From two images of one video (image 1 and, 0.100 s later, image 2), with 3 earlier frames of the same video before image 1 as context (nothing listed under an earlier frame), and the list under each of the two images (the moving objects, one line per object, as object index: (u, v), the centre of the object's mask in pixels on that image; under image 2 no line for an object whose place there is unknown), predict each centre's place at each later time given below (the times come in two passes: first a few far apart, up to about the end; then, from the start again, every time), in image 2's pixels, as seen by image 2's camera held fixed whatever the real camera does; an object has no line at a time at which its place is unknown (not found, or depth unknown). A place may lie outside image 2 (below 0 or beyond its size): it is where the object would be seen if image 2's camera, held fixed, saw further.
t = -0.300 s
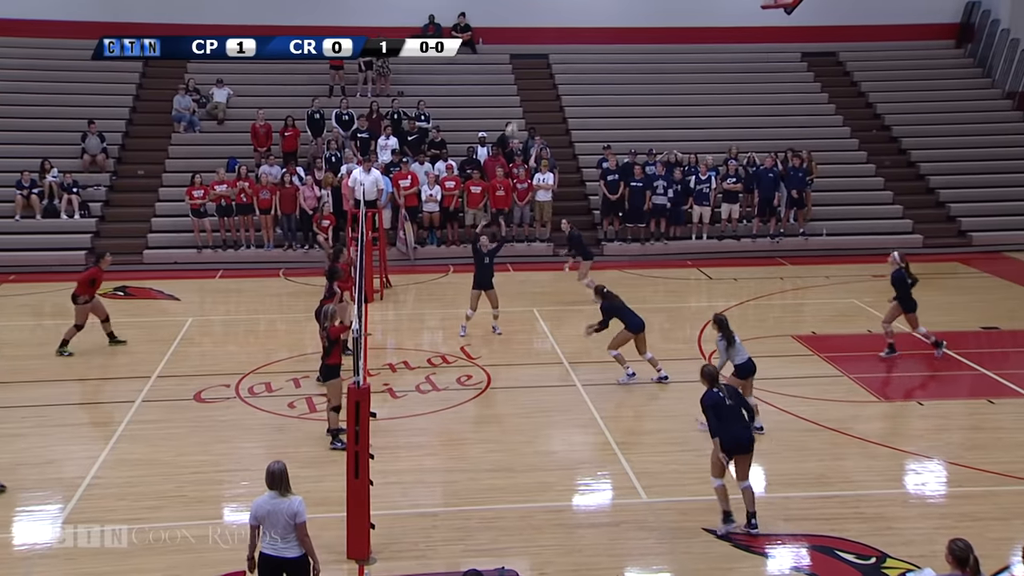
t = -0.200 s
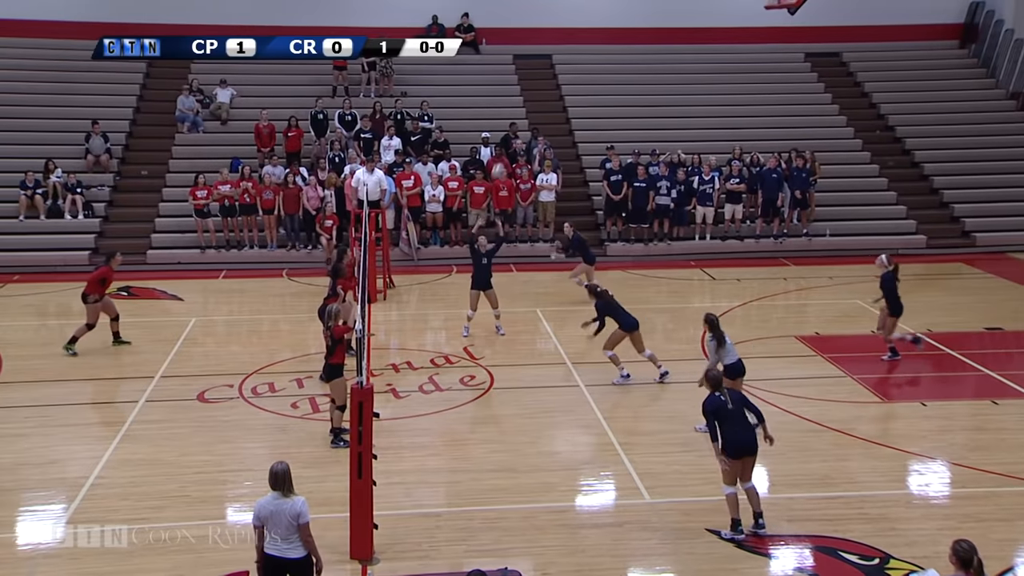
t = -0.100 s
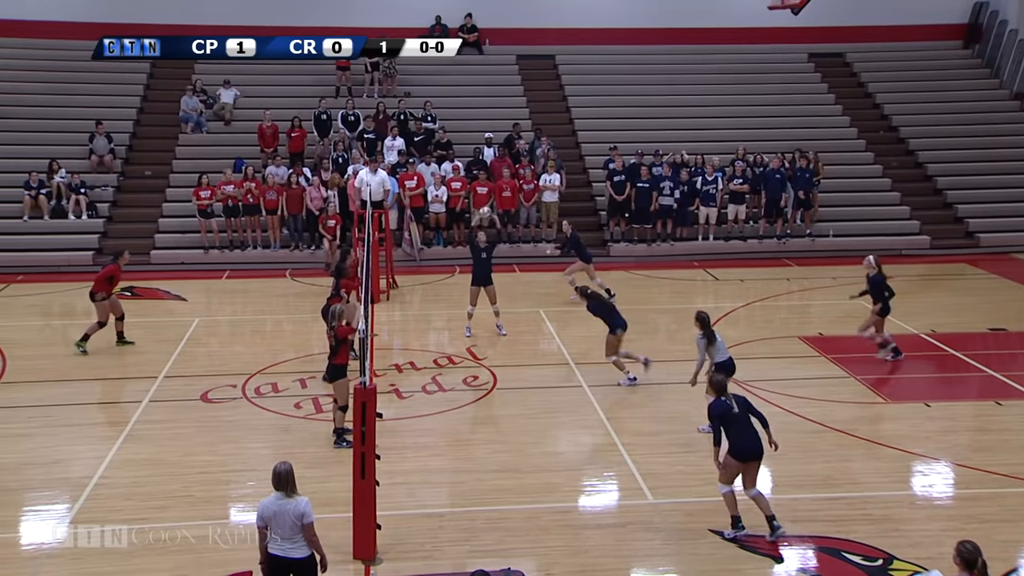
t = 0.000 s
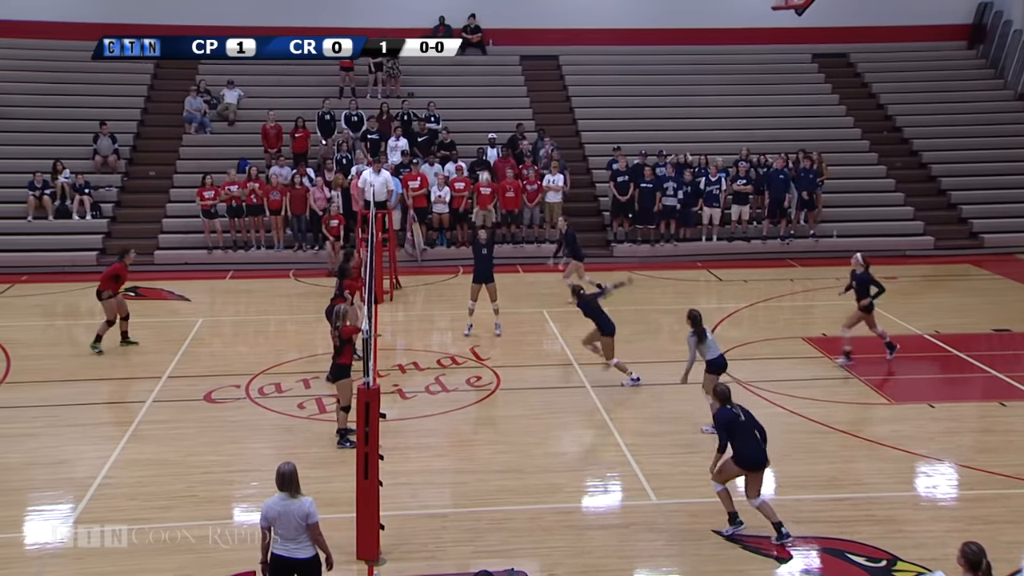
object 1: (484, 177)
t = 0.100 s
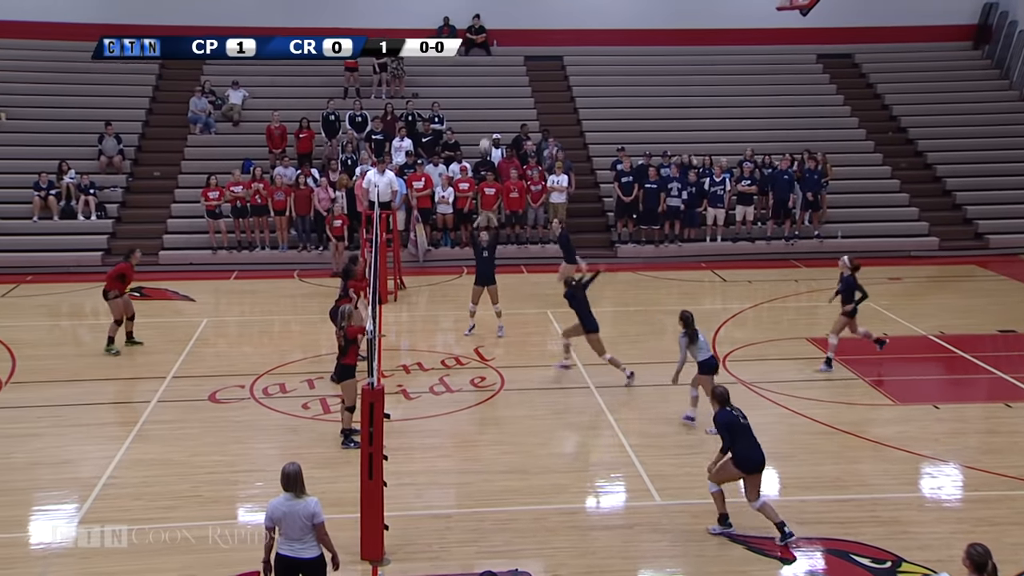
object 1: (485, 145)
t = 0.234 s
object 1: (481, 109)
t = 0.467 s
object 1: (474, 77)
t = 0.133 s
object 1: (484, 134)
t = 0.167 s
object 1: (483, 126)
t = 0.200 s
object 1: (482, 117)
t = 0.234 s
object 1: (481, 109)
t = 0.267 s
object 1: (480, 103)
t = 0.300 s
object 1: (479, 97)
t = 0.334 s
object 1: (477, 92)
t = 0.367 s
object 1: (476, 87)
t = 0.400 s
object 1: (476, 83)
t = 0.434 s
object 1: (475, 79)
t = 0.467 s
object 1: (474, 77)
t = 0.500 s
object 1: (473, 74)
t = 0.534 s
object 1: (472, 73)
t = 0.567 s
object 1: (472, 72)
